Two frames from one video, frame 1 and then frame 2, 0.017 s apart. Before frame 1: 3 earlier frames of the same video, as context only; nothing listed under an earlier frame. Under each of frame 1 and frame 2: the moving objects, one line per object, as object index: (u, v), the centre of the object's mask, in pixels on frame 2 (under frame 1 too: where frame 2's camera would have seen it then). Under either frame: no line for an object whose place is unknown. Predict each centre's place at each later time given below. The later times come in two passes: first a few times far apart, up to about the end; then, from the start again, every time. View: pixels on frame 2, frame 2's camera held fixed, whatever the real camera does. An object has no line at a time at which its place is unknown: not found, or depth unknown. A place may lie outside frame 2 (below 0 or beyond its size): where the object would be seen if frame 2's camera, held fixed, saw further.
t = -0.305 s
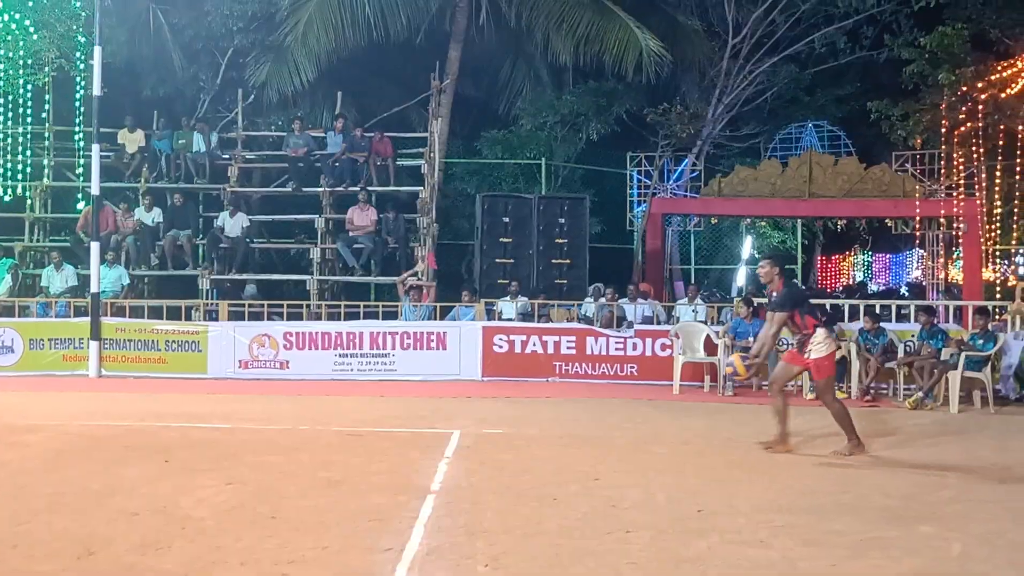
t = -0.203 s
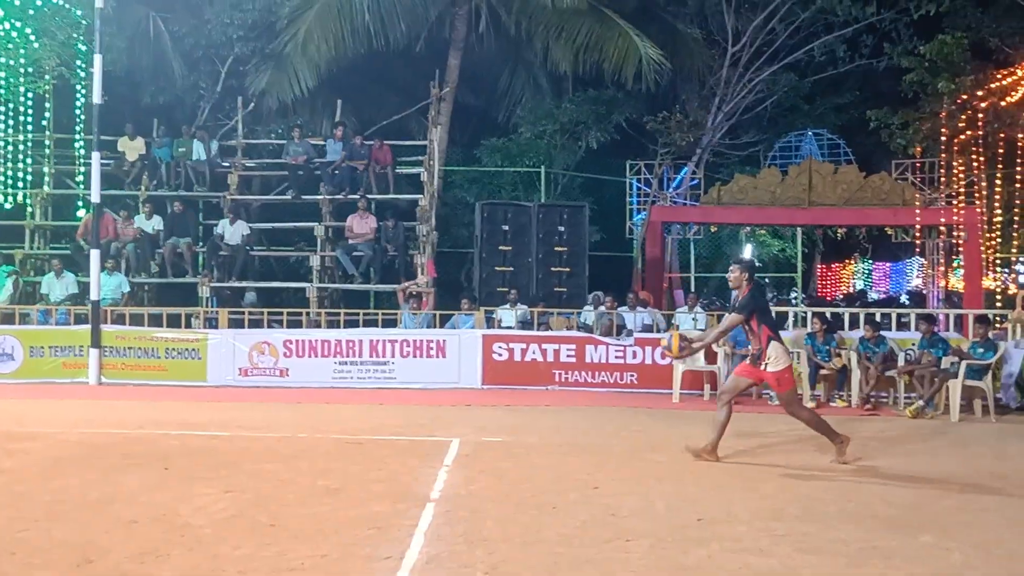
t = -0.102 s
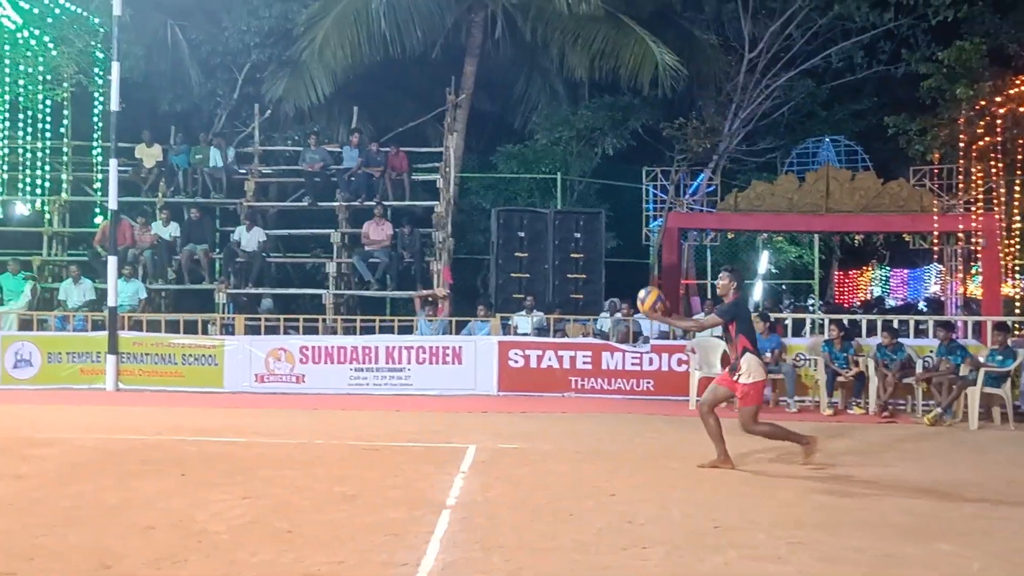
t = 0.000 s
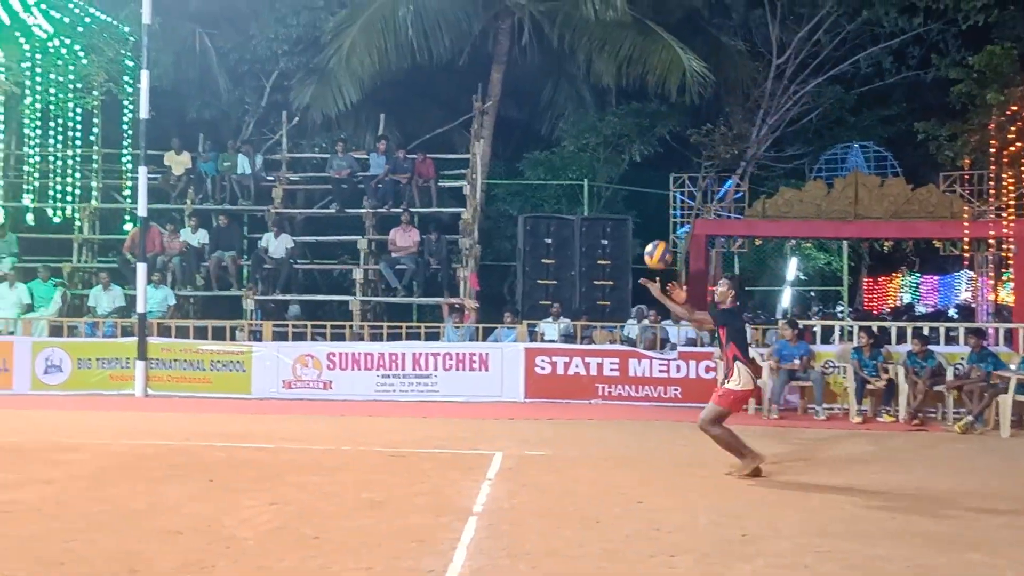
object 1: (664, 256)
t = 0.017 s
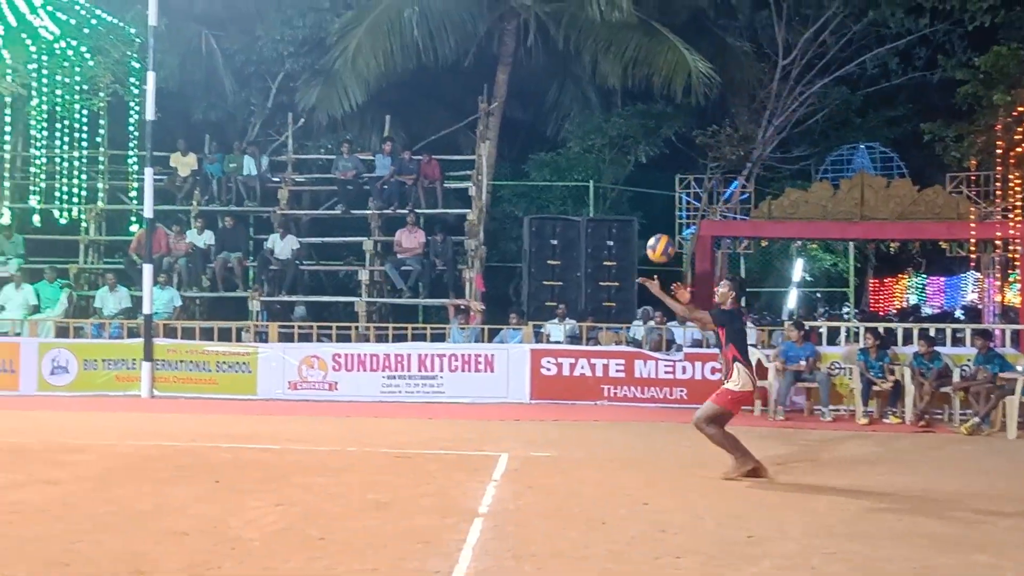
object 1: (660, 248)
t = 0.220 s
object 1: (621, 188)
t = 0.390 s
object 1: (588, 178)
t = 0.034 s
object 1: (657, 241)
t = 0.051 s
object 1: (654, 234)
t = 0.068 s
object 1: (651, 228)
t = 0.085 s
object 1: (647, 222)
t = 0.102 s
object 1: (644, 217)
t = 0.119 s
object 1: (641, 212)
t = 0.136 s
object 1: (637, 207)
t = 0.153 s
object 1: (634, 203)
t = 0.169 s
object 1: (631, 198)
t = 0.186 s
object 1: (628, 195)
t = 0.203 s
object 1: (624, 191)
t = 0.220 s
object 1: (621, 188)
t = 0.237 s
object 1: (618, 186)
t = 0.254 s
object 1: (615, 183)
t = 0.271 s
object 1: (611, 181)
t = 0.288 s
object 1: (608, 180)
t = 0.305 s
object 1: (605, 179)
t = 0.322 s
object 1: (602, 178)
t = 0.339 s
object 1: (598, 178)
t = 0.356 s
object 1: (595, 178)
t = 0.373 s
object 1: (592, 177)
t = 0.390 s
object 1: (588, 178)
